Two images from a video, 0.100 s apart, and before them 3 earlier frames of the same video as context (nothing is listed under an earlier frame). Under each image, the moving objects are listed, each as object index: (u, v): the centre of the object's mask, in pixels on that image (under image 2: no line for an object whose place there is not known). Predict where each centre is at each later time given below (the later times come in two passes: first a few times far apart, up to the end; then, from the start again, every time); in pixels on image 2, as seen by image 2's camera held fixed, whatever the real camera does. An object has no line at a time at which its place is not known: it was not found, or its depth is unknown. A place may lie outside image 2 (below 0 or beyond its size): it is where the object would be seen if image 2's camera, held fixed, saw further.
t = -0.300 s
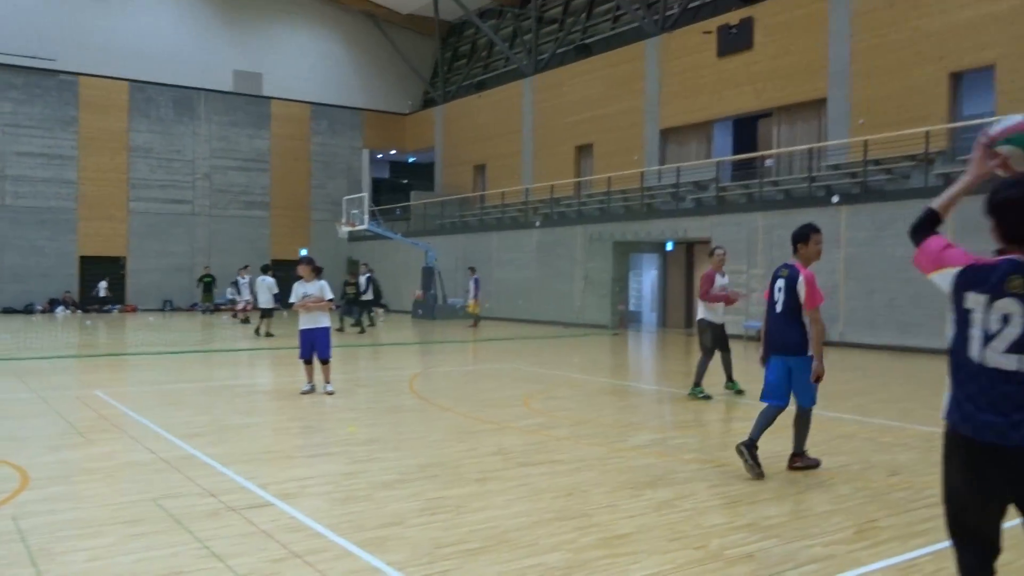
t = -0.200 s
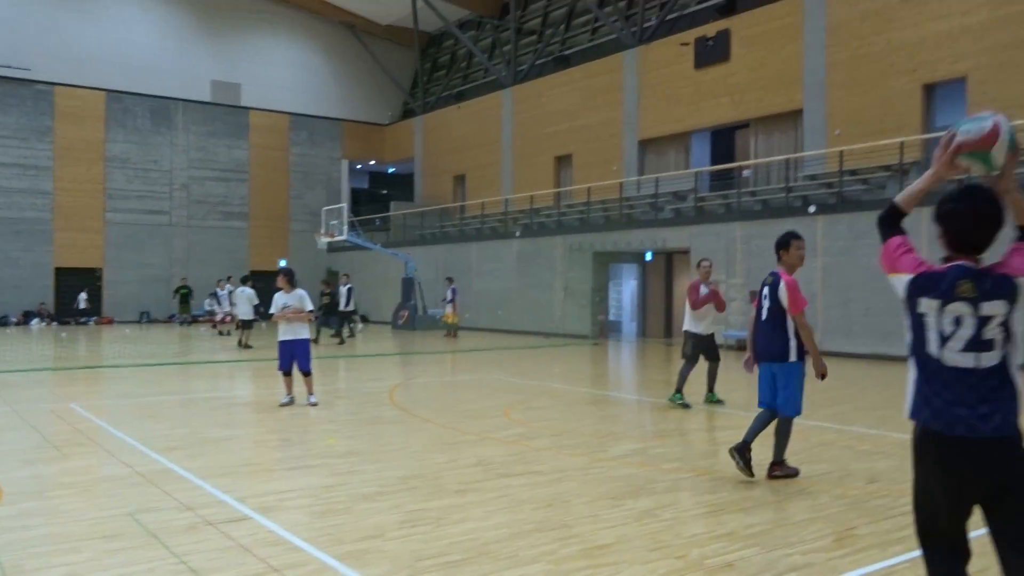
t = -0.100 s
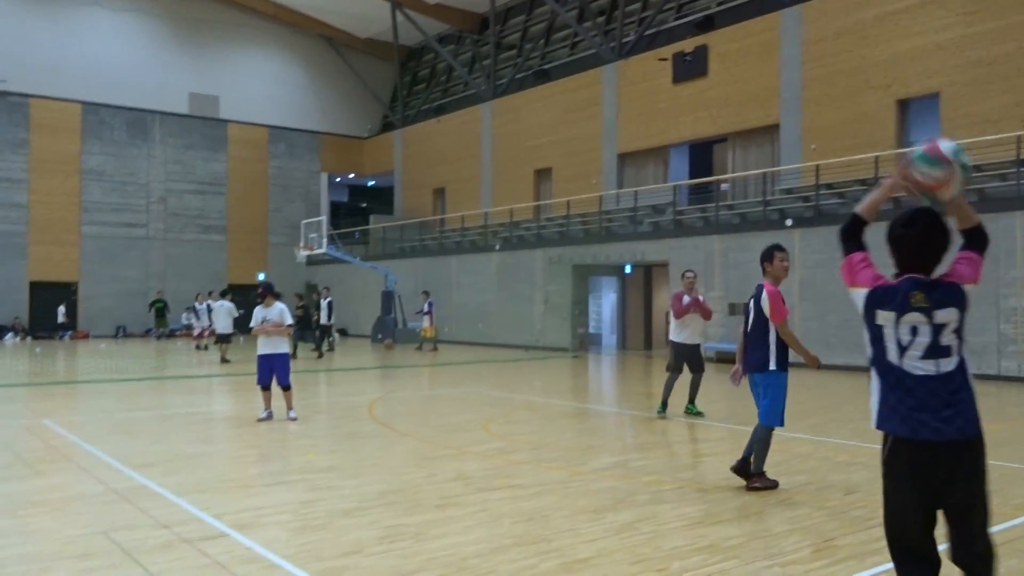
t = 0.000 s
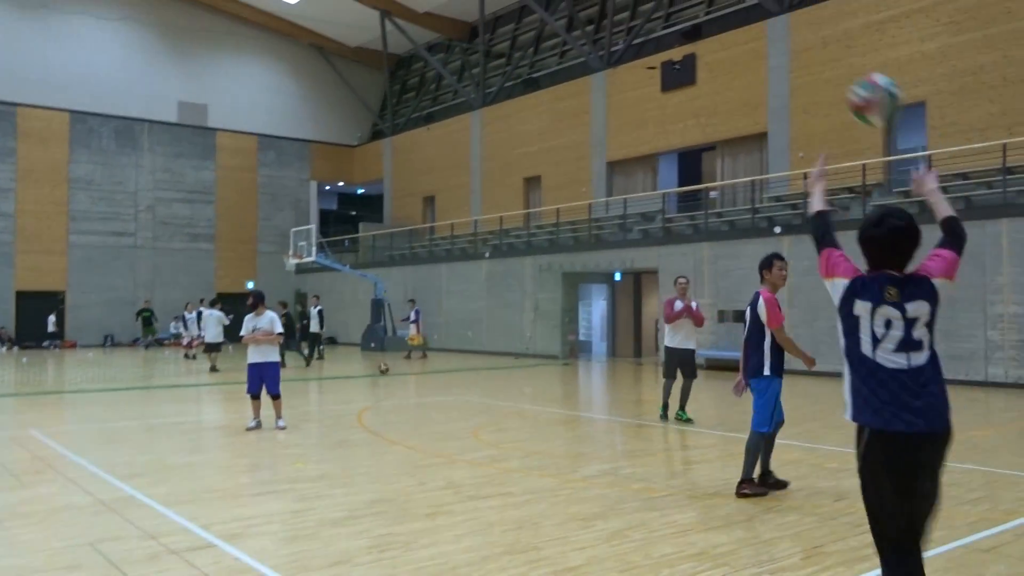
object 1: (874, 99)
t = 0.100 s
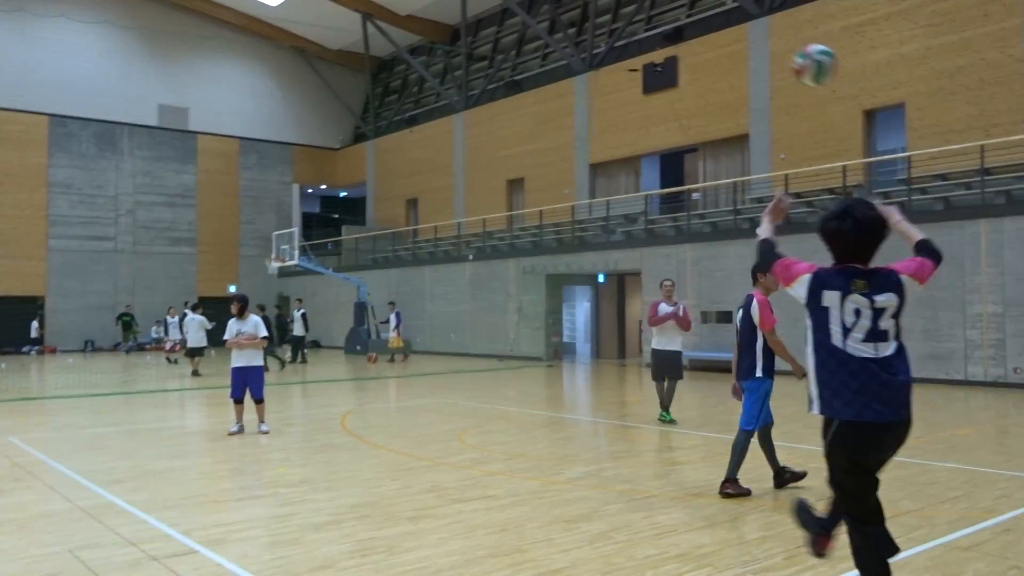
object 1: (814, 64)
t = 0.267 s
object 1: (770, 60)
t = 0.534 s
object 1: (734, 119)
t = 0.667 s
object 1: (724, 166)
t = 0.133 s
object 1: (804, 60)
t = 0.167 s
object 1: (794, 57)
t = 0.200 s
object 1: (785, 56)
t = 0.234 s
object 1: (778, 58)
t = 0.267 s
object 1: (770, 60)
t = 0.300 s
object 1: (764, 64)
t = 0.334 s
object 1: (758, 70)
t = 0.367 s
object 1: (754, 76)
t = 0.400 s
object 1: (749, 83)
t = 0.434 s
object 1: (745, 91)
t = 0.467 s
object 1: (741, 100)
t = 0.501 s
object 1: (737, 110)
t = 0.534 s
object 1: (734, 119)
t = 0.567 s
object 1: (731, 130)
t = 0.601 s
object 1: (729, 141)
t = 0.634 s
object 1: (727, 152)
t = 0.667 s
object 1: (724, 166)
